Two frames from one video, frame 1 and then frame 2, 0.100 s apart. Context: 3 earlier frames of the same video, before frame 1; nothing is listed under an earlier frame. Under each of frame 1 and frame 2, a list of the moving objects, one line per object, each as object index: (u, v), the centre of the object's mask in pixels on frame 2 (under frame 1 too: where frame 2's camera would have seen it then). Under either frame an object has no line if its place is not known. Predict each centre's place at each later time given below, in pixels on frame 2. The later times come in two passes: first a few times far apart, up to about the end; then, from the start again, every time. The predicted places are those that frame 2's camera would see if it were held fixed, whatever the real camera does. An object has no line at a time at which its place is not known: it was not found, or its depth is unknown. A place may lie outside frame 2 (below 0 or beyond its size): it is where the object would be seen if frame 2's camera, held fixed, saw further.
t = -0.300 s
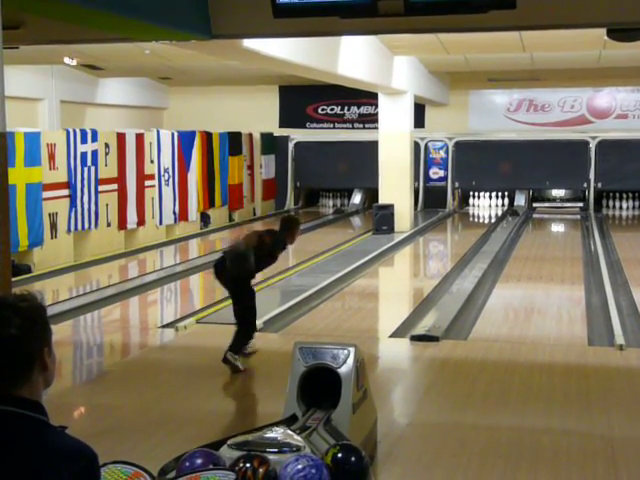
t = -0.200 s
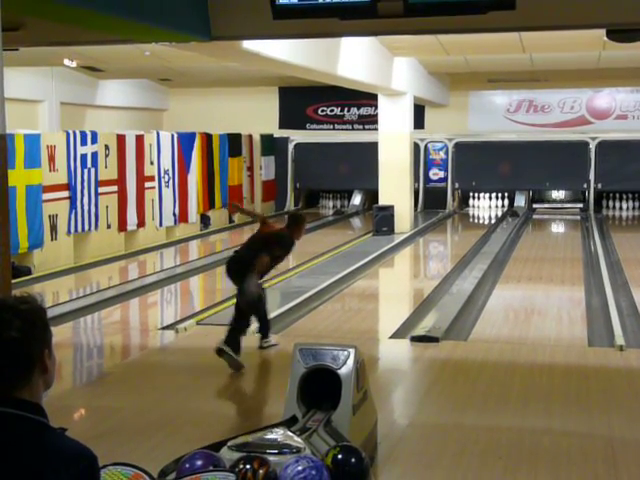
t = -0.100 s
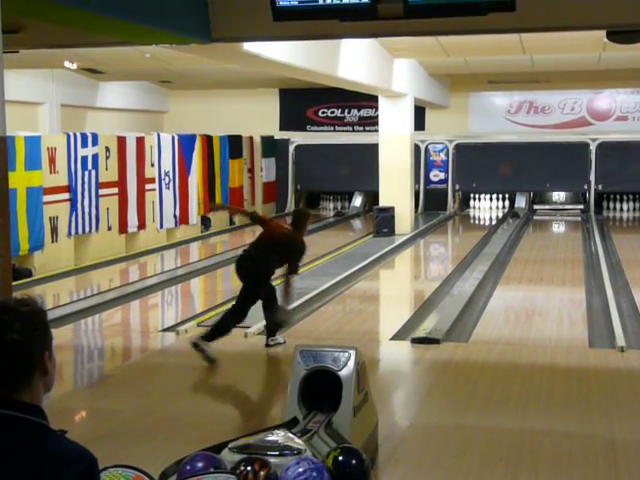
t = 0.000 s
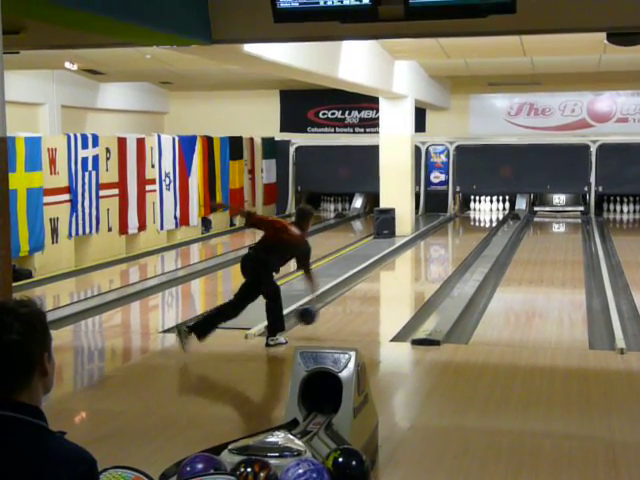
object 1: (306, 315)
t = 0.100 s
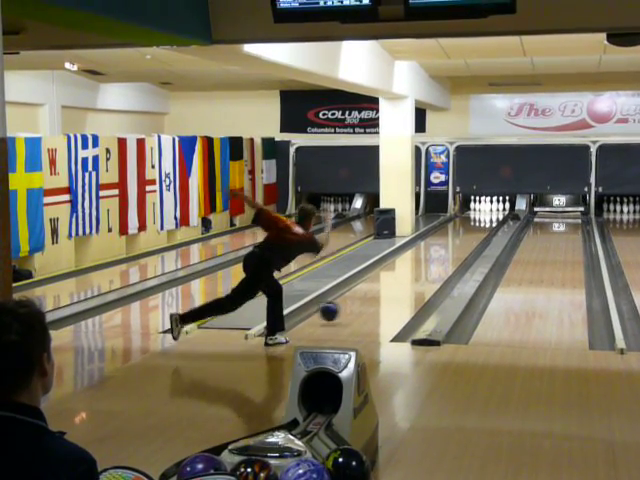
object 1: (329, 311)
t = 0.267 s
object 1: (360, 297)
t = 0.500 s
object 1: (394, 277)
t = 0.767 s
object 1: (423, 260)
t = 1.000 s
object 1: (443, 249)
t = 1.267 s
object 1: (461, 237)
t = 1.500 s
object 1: (472, 230)
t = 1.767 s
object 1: (483, 223)
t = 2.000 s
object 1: (488, 218)
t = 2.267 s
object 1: (490, 213)
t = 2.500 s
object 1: (489, 209)
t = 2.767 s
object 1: (487, 206)
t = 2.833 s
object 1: (486, 207)
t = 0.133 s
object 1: (336, 310)
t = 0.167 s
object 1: (342, 307)
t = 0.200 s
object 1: (348, 303)
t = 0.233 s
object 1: (354, 300)
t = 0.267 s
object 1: (360, 297)
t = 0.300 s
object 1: (365, 294)
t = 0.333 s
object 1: (371, 291)
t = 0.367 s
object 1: (376, 288)
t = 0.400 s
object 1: (380, 285)
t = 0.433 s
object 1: (385, 283)
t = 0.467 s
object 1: (390, 280)
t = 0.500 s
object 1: (394, 277)
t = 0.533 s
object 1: (398, 275)
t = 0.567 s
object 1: (402, 273)
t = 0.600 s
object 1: (406, 271)
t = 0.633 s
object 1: (409, 268)
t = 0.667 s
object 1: (413, 266)
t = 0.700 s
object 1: (417, 264)
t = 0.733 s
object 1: (420, 262)
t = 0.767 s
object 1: (423, 260)
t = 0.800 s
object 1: (426, 259)
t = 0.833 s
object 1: (429, 257)
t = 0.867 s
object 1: (432, 255)
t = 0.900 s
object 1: (435, 254)
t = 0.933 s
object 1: (438, 252)
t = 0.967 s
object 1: (440, 250)
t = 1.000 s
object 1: (443, 249)
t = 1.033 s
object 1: (445, 247)
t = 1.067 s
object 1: (448, 246)
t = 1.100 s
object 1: (450, 245)
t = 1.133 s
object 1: (452, 243)
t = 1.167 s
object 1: (455, 242)
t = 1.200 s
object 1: (457, 240)
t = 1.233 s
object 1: (459, 239)
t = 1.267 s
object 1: (461, 237)
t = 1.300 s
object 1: (462, 237)
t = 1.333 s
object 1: (464, 236)
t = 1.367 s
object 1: (466, 234)
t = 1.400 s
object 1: (467, 234)
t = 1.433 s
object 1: (469, 232)
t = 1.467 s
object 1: (471, 231)
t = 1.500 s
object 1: (472, 230)
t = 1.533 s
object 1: (474, 229)
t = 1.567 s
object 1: (475, 228)
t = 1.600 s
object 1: (477, 227)
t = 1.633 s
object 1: (478, 226)
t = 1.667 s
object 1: (479, 225)
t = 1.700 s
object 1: (480, 225)
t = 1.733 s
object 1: (482, 224)
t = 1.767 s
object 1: (483, 223)
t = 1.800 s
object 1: (483, 222)
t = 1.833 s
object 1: (485, 222)
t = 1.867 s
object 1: (486, 221)
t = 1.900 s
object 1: (487, 220)
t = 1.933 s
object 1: (487, 219)
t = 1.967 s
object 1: (488, 219)
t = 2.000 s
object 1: (488, 218)
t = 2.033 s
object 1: (489, 217)
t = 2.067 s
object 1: (489, 217)
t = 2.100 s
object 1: (489, 215)
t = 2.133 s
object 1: (490, 215)
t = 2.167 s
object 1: (490, 215)
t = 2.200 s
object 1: (490, 214)
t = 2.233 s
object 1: (490, 214)
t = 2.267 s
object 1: (490, 213)
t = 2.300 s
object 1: (490, 213)
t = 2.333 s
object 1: (490, 212)
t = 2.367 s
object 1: (490, 211)
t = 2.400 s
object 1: (489, 211)
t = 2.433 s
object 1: (489, 211)
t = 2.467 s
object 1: (489, 210)
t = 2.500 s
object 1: (489, 209)
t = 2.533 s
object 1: (488, 209)
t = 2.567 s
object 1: (489, 208)
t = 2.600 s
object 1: (488, 207)
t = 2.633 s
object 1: (489, 208)
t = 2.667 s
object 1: (488, 208)
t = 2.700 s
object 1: (488, 206)
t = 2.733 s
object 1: (487, 207)
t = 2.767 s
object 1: (487, 206)
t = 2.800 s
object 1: (486, 207)
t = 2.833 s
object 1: (486, 207)
